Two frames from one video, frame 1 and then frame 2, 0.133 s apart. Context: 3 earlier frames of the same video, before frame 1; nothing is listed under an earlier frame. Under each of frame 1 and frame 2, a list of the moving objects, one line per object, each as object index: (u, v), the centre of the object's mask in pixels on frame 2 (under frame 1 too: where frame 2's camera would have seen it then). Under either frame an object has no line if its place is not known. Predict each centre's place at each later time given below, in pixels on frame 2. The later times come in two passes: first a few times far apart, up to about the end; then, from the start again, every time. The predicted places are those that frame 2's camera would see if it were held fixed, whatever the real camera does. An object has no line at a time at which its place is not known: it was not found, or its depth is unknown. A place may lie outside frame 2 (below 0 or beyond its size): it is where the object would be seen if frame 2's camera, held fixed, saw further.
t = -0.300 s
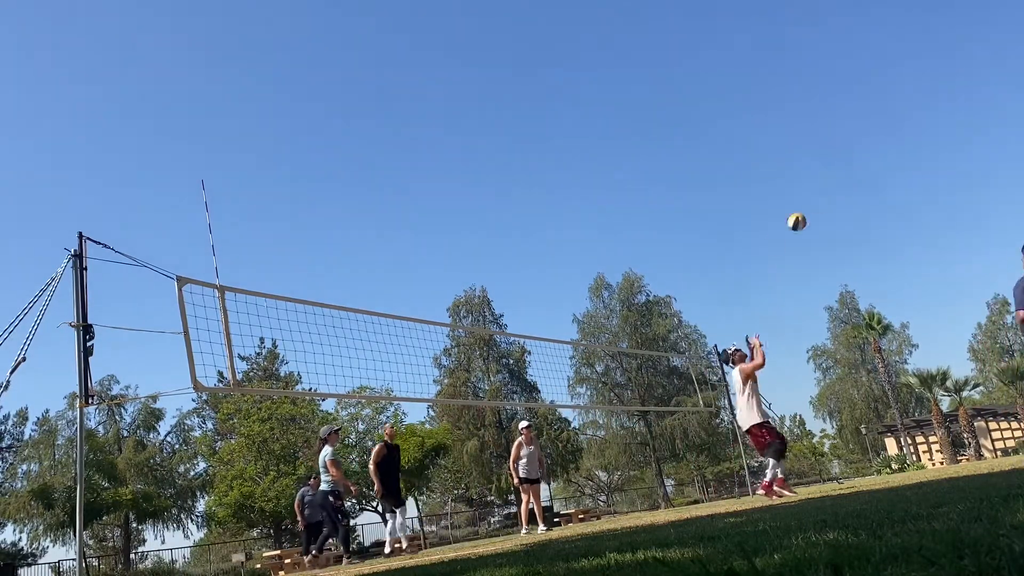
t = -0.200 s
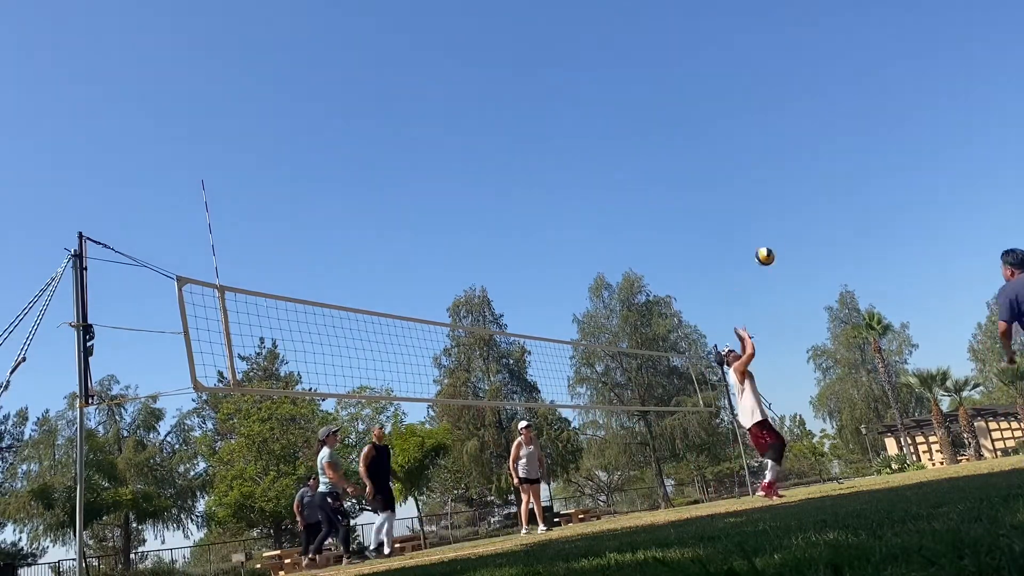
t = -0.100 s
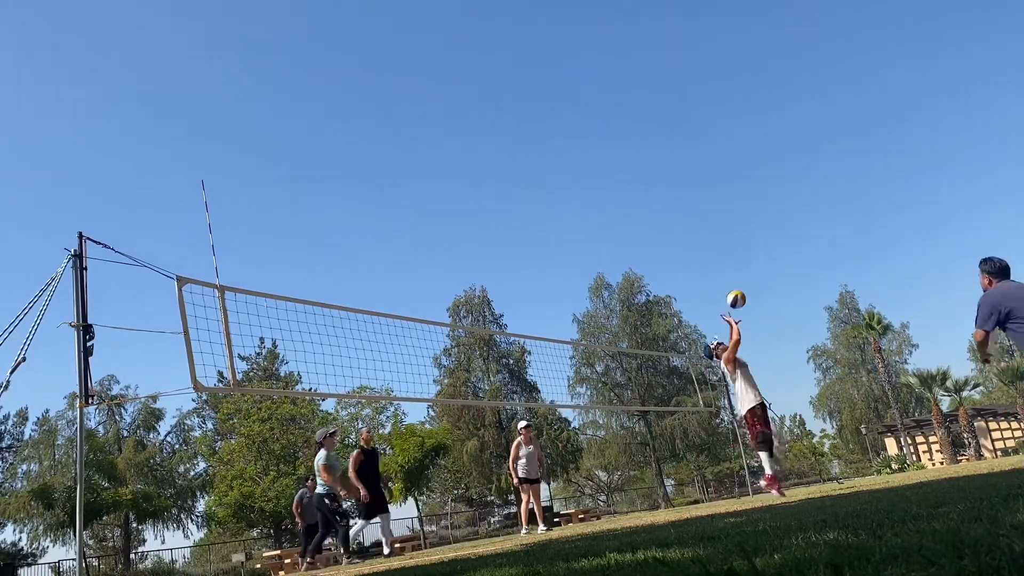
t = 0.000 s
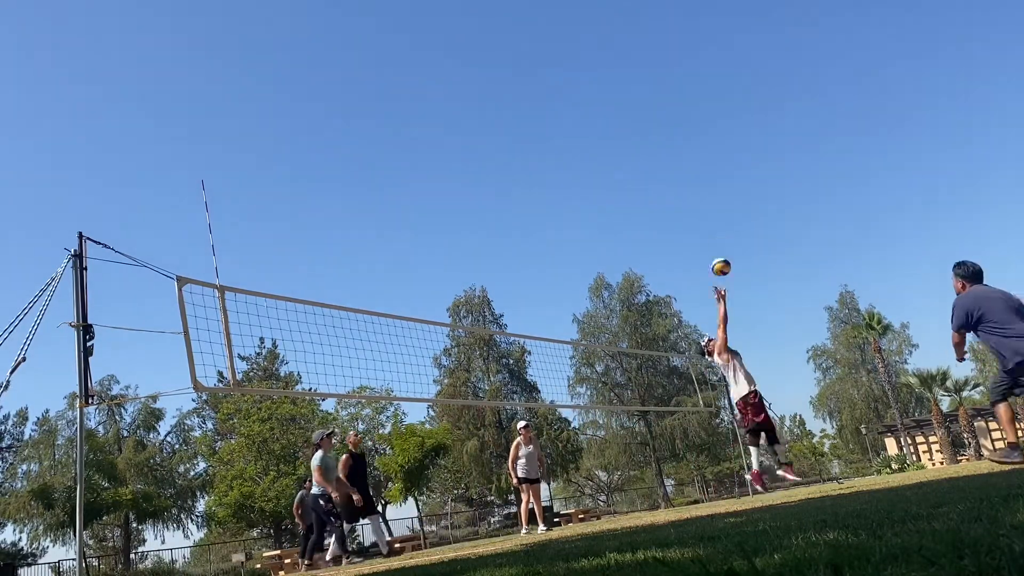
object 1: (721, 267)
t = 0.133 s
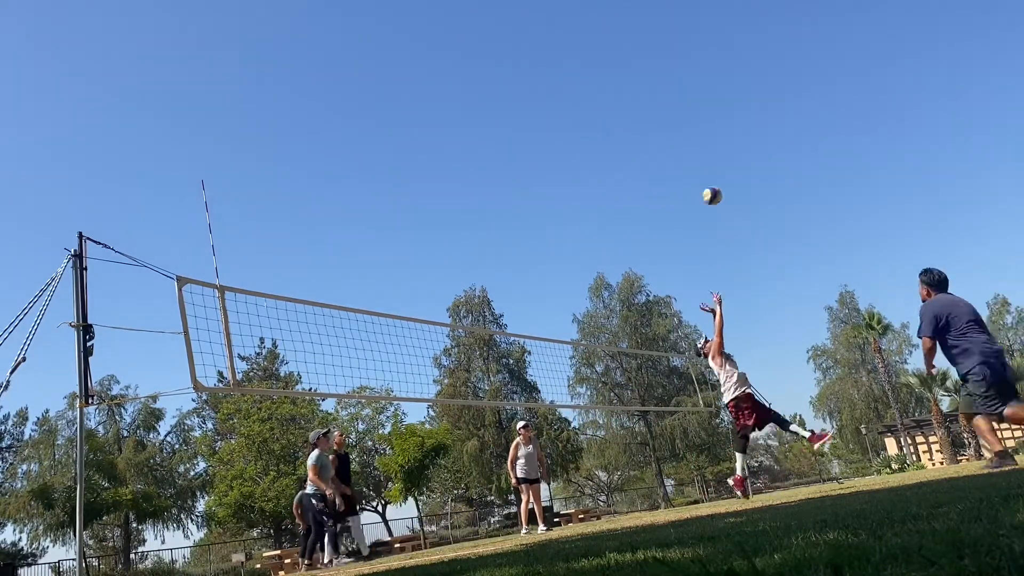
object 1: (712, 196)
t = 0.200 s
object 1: (710, 165)
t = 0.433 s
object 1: (707, 88)
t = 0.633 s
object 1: (711, 55)
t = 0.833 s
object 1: (723, 53)
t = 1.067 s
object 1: (749, 91)
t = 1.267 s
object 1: (782, 165)
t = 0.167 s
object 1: (711, 180)
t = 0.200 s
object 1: (710, 165)
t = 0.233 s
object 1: (709, 152)
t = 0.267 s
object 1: (708, 139)
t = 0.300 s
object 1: (708, 127)
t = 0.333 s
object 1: (707, 116)
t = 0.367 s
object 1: (707, 106)
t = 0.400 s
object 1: (707, 97)
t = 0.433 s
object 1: (707, 88)
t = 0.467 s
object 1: (707, 80)
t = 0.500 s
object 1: (708, 73)
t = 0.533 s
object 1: (708, 68)
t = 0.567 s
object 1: (709, 62)
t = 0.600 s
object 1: (710, 58)
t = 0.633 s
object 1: (711, 55)
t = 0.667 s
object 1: (713, 52)
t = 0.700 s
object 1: (714, 51)
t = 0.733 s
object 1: (716, 50)
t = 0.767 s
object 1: (718, 50)
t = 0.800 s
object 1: (721, 51)
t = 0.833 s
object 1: (723, 53)
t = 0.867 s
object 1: (726, 55)
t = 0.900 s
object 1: (729, 59)
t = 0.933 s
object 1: (733, 63)
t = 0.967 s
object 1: (736, 69)
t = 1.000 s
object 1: (740, 75)
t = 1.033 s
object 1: (745, 82)
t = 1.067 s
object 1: (749, 91)
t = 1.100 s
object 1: (753, 101)
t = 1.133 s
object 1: (758, 111)
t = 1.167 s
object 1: (764, 123)
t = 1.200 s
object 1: (769, 135)
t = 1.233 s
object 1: (775, 150)
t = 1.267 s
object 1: (782, 165)
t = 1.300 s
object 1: (788, 182)
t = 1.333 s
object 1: (796, 200)
